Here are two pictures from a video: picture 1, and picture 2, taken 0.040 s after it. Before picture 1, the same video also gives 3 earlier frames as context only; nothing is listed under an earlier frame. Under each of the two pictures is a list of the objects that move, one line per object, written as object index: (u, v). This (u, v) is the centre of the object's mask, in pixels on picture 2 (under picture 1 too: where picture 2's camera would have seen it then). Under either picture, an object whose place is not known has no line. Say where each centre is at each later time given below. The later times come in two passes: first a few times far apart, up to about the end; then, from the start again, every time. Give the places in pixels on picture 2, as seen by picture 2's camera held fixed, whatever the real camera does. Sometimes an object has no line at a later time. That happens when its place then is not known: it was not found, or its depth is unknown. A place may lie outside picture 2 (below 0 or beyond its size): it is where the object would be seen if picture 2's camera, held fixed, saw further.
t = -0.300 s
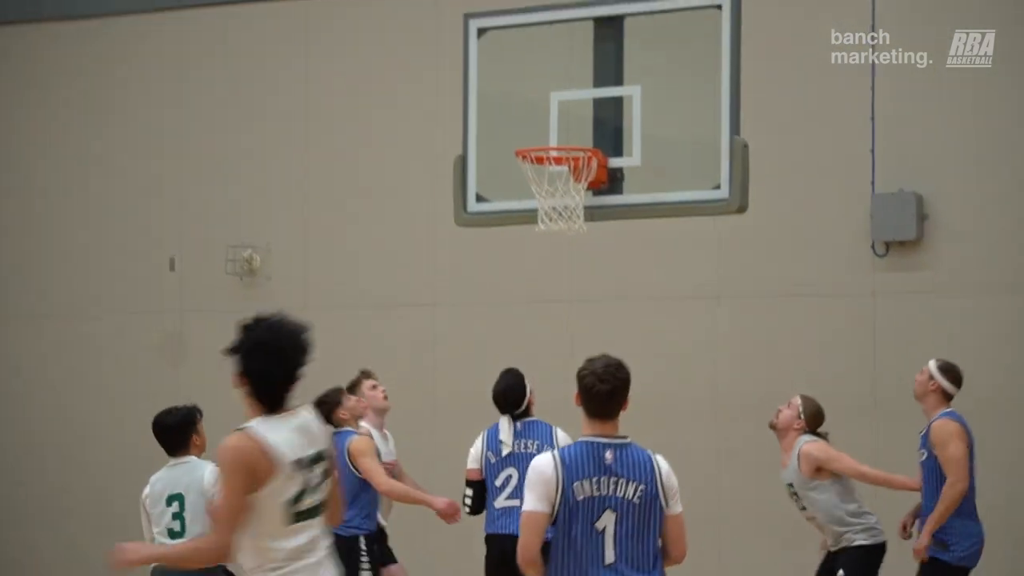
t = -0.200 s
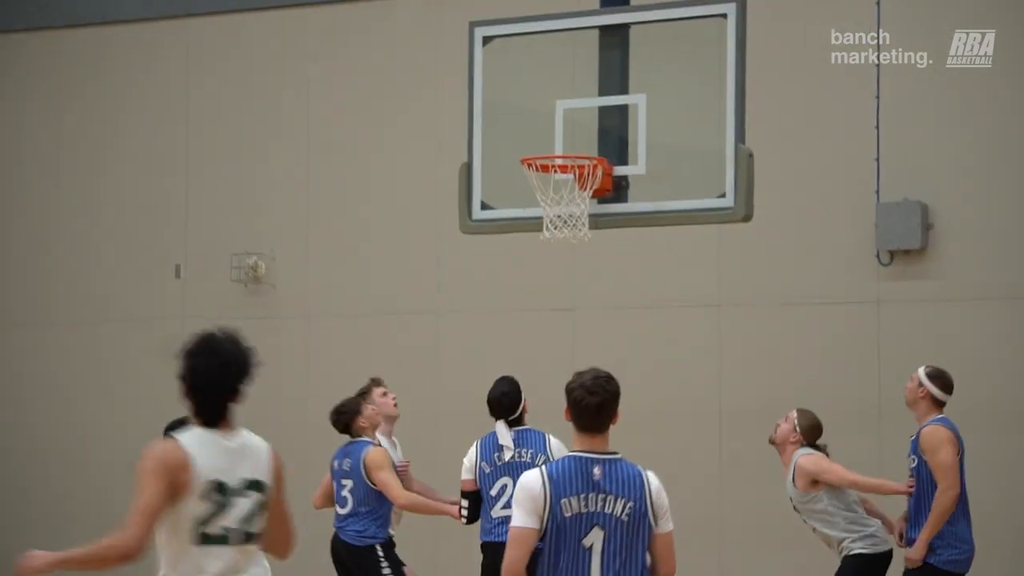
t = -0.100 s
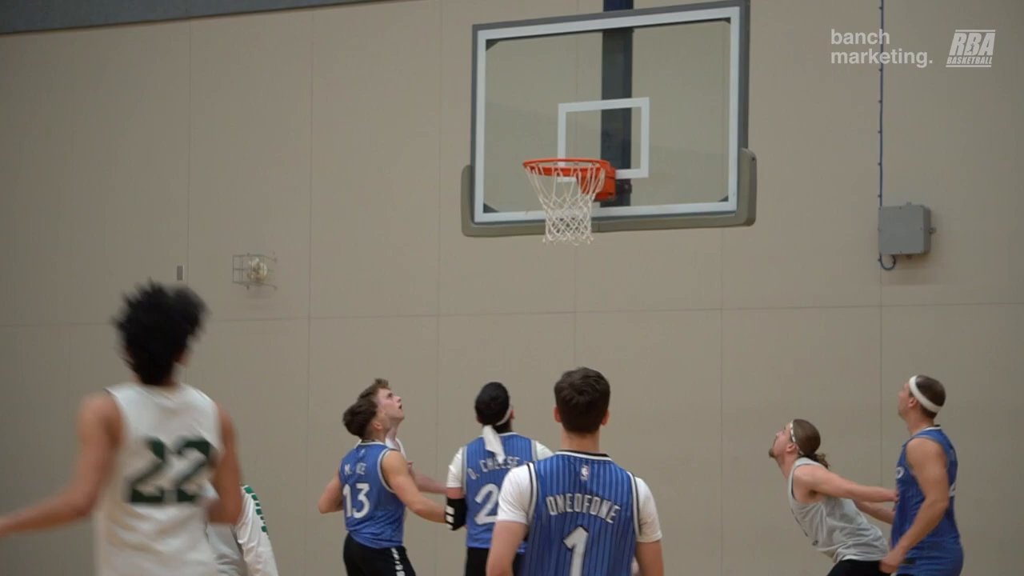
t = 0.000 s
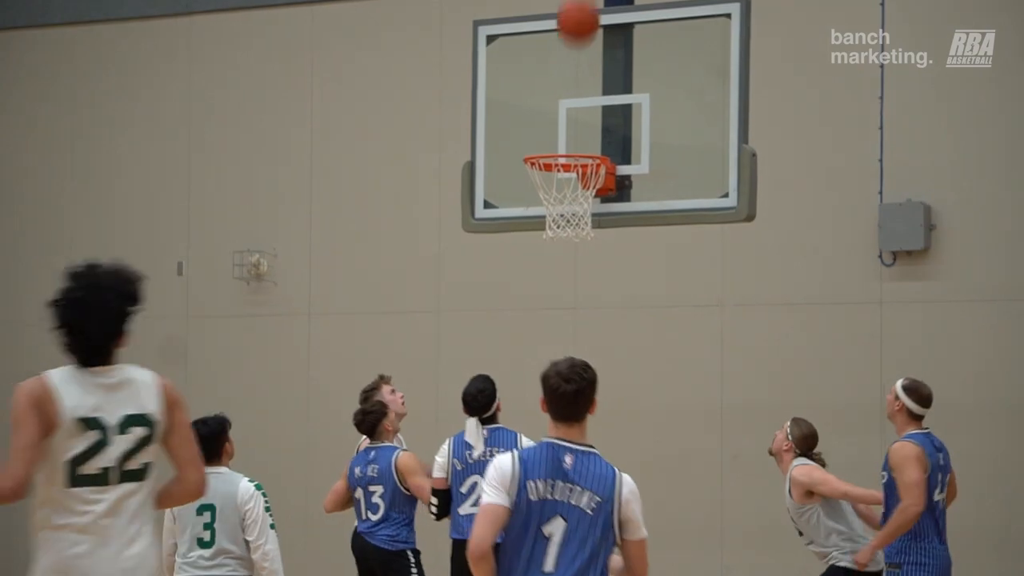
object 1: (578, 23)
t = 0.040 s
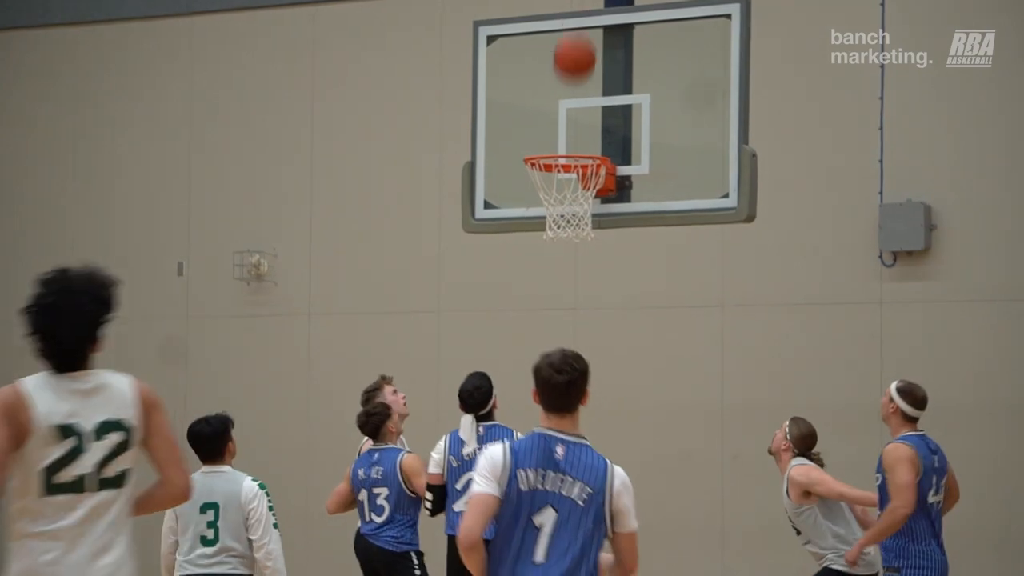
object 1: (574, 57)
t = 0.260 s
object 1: (561, 217)
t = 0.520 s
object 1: (552, 347)
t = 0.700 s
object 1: (546, 506)
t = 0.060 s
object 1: (573, 76)
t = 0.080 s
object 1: (571, 96)
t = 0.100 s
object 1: (569, 115)
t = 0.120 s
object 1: (568, 134)
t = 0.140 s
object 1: (566, 151)
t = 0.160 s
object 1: (562, 180)
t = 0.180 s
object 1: (561, 194)
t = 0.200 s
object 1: (563, 202)
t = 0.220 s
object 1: (562, 207)
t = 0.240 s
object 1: (562, 211)
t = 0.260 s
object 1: (561, 217)
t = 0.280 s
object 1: (560, 222)
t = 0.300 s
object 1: (559, 228)
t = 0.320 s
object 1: (558, 235)
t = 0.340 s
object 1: (558, 243)
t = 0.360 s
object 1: (557, 252)
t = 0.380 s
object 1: (557, 262)
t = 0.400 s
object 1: (556, 271)
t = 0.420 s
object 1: (555, 283)
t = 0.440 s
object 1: (555, 294)
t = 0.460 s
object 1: (554, 306)
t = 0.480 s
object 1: (553, 319)
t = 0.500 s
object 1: (553, 332)
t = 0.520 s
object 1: (552, 347)
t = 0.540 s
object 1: (551, 361)
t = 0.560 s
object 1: (551, 377)
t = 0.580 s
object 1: (550, 393)
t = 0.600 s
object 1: (549, 411)
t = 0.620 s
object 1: (549, 427)
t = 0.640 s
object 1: (548, 446)
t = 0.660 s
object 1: (547, 465)
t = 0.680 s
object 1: (547, 486)
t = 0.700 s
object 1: (546, 506)
